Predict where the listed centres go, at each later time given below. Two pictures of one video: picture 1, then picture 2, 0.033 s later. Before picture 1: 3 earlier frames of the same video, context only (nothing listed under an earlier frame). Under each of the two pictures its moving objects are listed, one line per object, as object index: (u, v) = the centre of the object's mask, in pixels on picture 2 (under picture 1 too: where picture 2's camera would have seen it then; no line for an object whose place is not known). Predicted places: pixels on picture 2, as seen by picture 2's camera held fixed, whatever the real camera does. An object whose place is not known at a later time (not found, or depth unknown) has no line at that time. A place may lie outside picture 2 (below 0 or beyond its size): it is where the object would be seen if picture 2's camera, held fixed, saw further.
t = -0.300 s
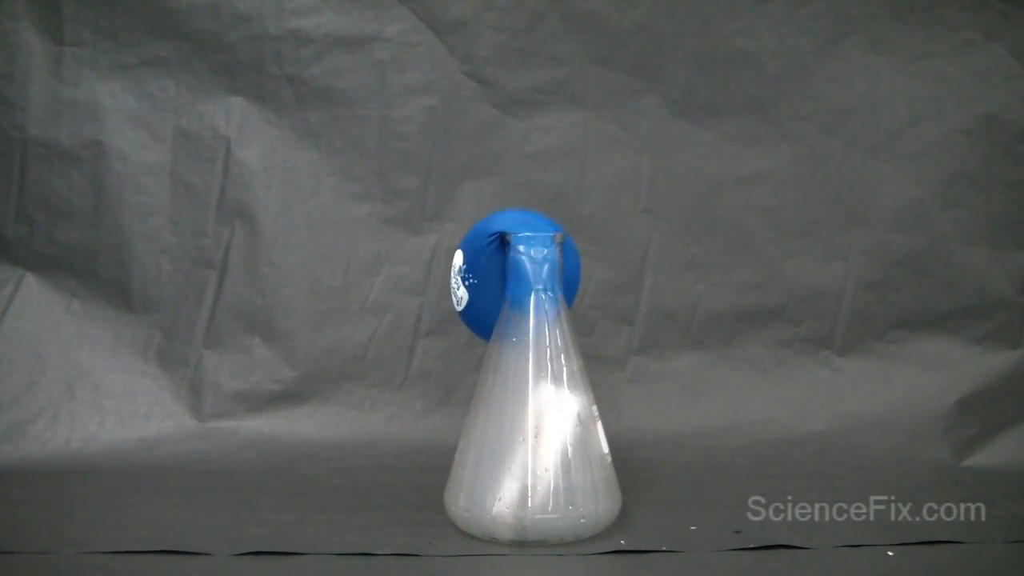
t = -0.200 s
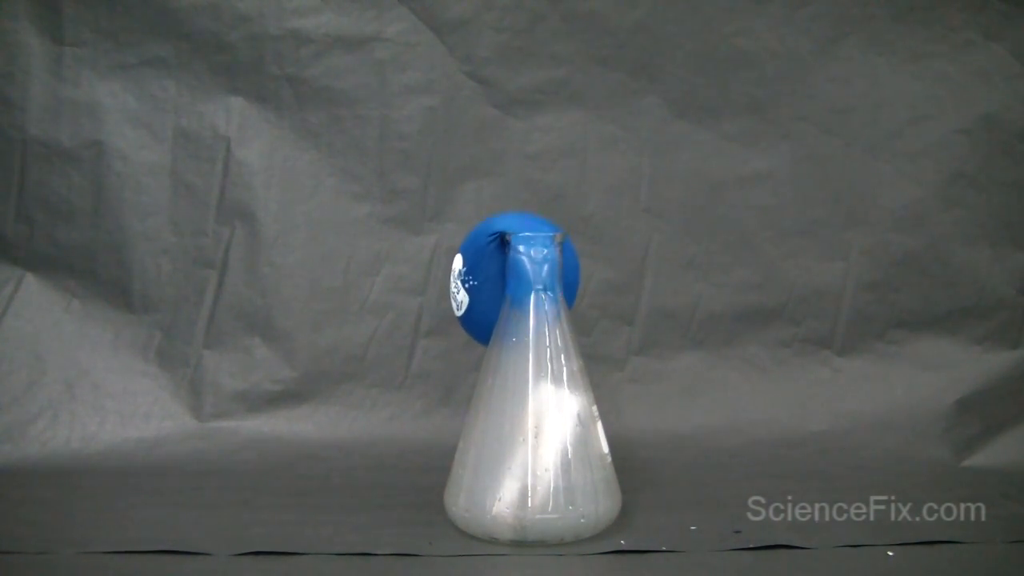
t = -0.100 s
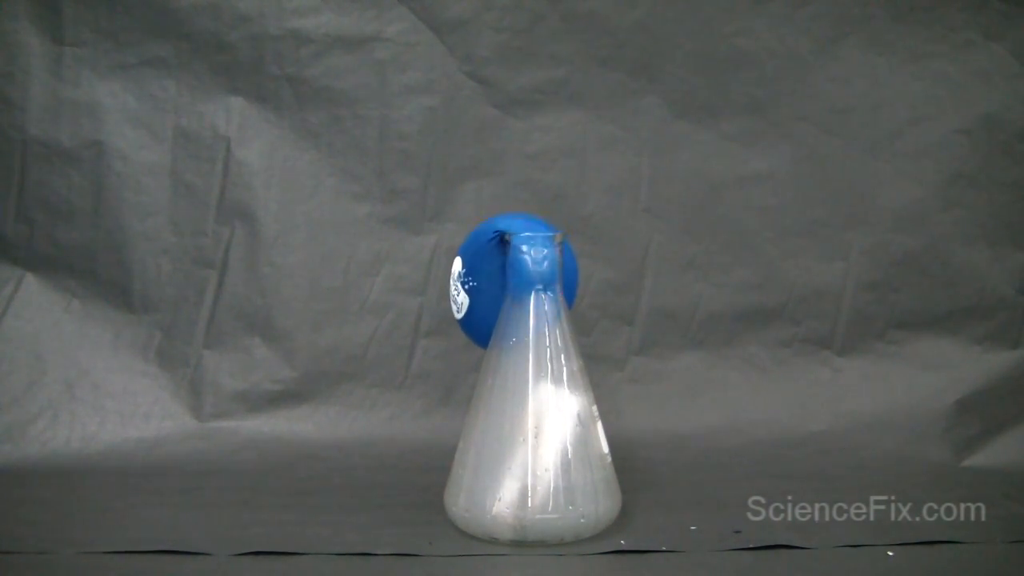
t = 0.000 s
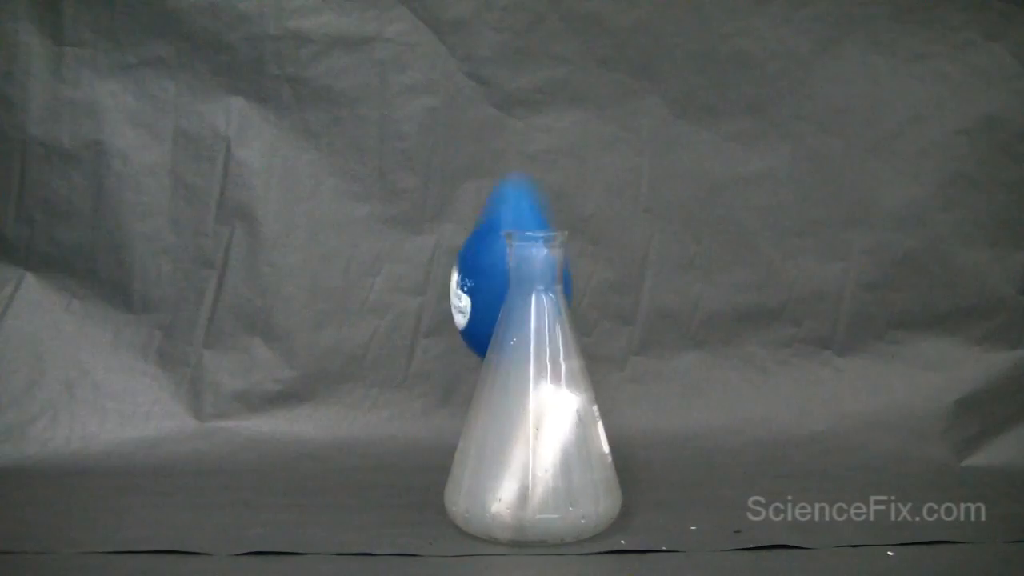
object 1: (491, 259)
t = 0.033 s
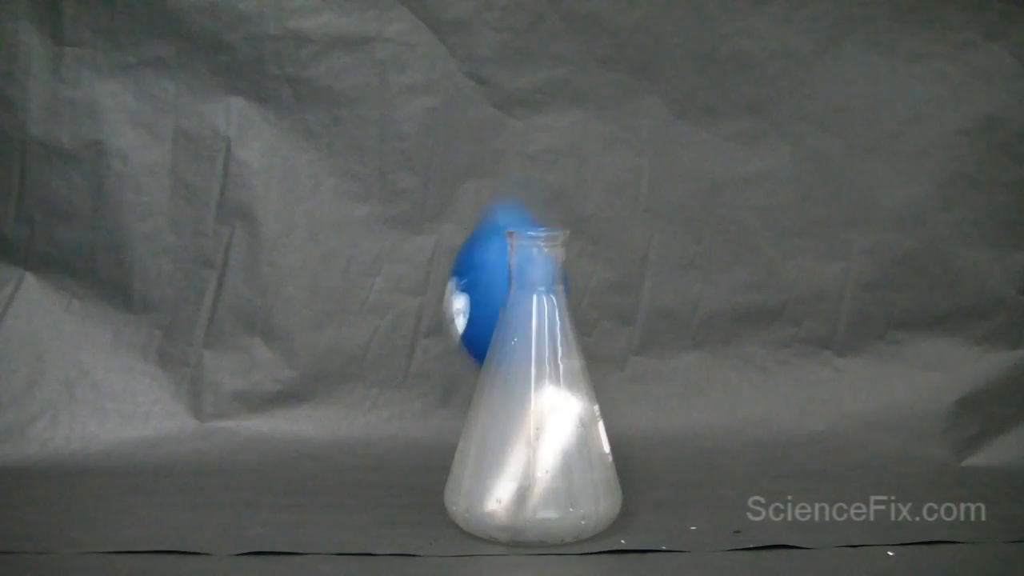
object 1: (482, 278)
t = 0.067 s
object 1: (475, 305)
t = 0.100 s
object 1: (471, 335)
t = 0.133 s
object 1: (460, 383)
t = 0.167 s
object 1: (447, 437)
